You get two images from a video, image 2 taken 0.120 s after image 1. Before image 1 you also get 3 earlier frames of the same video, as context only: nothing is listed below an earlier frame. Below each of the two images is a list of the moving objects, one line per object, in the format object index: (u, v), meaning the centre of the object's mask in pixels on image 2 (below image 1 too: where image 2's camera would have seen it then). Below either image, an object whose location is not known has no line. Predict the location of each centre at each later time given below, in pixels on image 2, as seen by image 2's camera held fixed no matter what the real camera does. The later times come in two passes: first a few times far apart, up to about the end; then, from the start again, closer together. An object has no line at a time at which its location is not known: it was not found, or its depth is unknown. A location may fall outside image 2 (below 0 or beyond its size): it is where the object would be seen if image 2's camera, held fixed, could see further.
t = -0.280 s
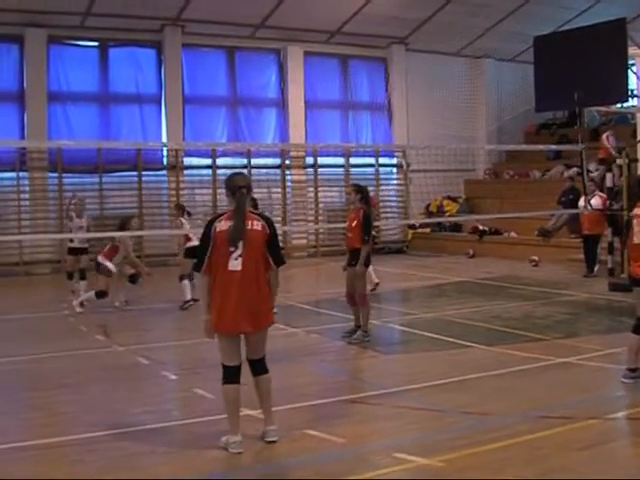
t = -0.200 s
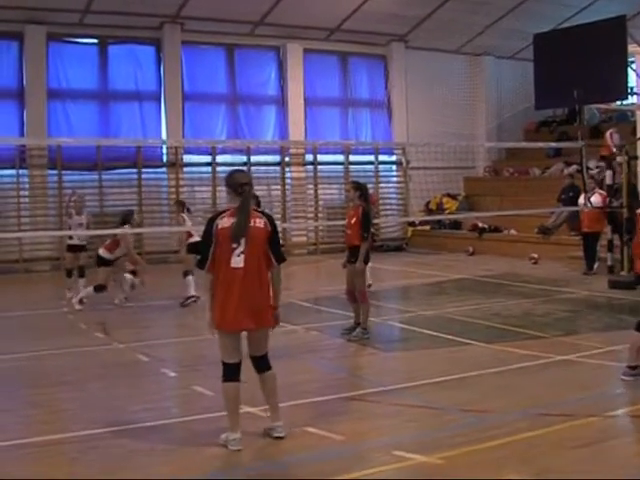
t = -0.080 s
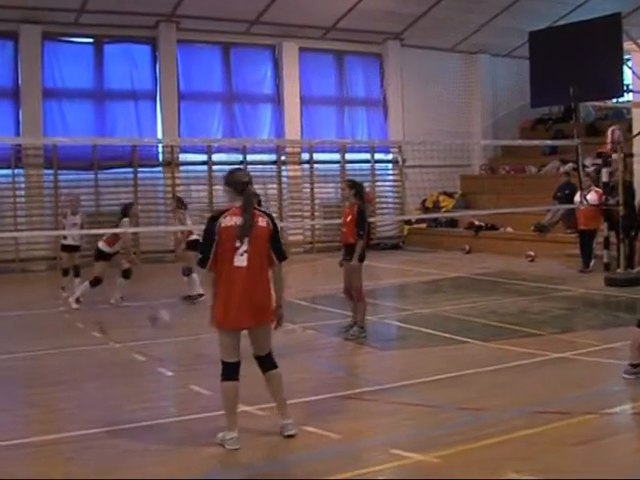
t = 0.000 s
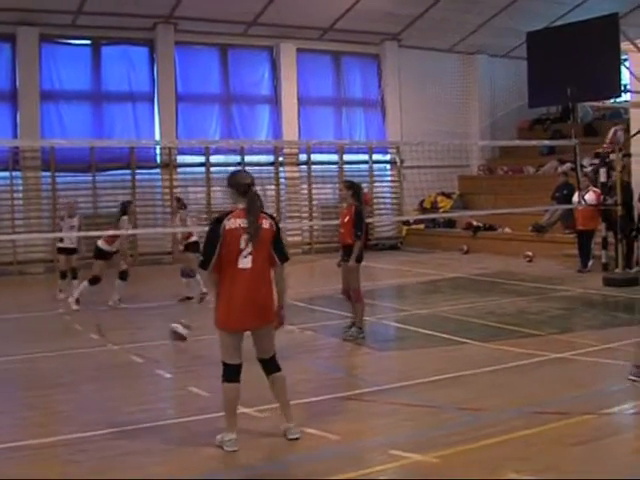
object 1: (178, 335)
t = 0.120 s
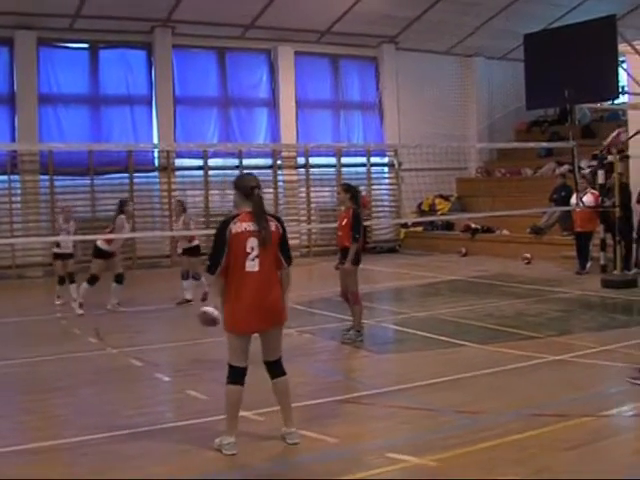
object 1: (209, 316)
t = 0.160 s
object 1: (215, 311)
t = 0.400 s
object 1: (304, 334)
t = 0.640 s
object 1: (402, 381)
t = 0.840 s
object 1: (509, 378)
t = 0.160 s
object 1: (215, 311)
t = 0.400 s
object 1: (304, 334)
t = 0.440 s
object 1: (315, 342)
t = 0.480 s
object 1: (332, 357)
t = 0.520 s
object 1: (348, 374)
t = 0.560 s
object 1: (364, 393)
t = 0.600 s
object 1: (383, 389)
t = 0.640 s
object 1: (402, 381)
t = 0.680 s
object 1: (419, 378)
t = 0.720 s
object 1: (442, 372)
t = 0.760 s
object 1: (464, 371)
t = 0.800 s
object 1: (486, 375)
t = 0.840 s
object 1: (509, 378)
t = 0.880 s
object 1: (534, 386)
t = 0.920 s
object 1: (563, 394)
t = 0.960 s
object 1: (586, 409)
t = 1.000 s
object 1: (617, 423)
